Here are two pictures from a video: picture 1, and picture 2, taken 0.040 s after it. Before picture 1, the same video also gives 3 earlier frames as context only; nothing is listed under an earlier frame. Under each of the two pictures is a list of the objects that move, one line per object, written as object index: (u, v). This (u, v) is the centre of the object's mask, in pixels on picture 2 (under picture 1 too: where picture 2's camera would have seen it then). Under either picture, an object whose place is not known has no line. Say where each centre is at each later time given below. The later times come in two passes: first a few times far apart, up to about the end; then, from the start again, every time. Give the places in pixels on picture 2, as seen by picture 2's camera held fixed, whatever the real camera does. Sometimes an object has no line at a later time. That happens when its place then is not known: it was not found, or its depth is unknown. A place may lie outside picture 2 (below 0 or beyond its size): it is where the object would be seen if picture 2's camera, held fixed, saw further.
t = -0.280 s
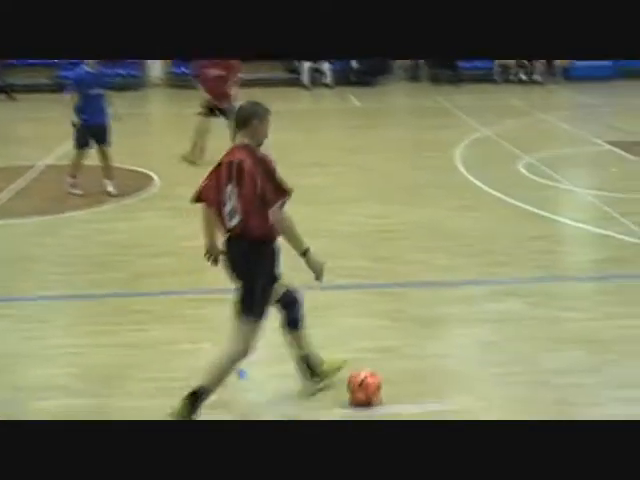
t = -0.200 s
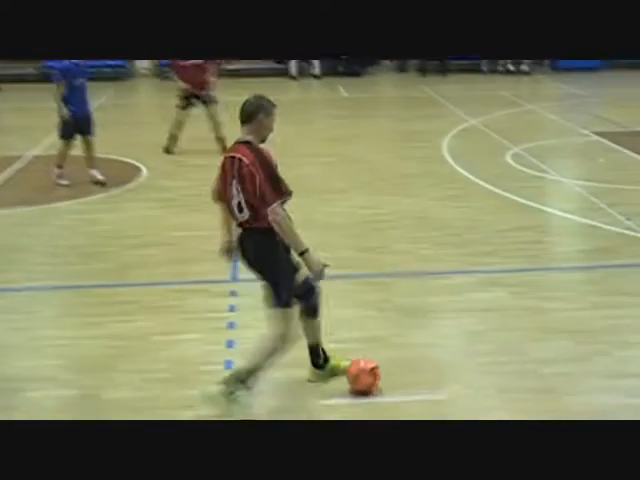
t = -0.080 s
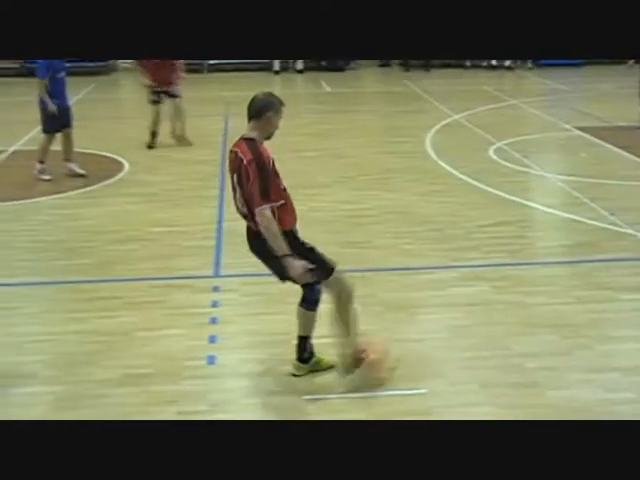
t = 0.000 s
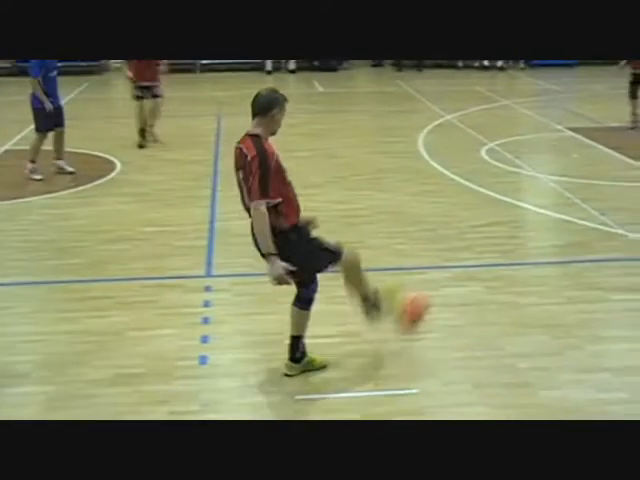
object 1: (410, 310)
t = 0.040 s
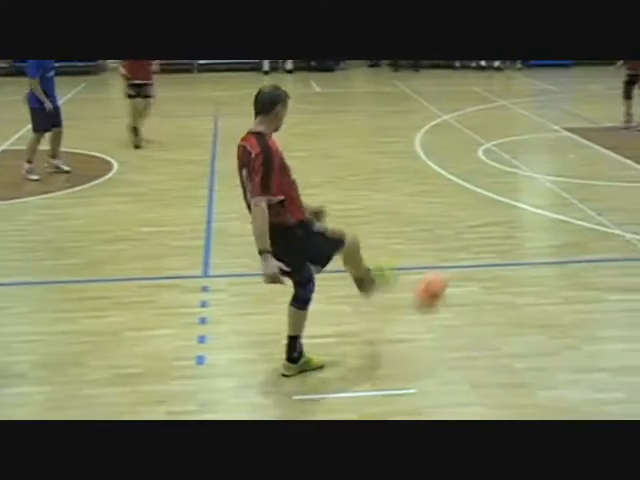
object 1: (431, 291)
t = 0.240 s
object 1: (498, 220)
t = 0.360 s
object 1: (518, 196)
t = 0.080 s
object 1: (447, 273)
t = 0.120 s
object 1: (462, 256)
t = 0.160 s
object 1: (476, 243)
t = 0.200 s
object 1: (488, 231)
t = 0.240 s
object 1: (498, 220)
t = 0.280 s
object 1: (507, 210)
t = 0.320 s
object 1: (512, 203)
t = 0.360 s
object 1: (518, 196)
